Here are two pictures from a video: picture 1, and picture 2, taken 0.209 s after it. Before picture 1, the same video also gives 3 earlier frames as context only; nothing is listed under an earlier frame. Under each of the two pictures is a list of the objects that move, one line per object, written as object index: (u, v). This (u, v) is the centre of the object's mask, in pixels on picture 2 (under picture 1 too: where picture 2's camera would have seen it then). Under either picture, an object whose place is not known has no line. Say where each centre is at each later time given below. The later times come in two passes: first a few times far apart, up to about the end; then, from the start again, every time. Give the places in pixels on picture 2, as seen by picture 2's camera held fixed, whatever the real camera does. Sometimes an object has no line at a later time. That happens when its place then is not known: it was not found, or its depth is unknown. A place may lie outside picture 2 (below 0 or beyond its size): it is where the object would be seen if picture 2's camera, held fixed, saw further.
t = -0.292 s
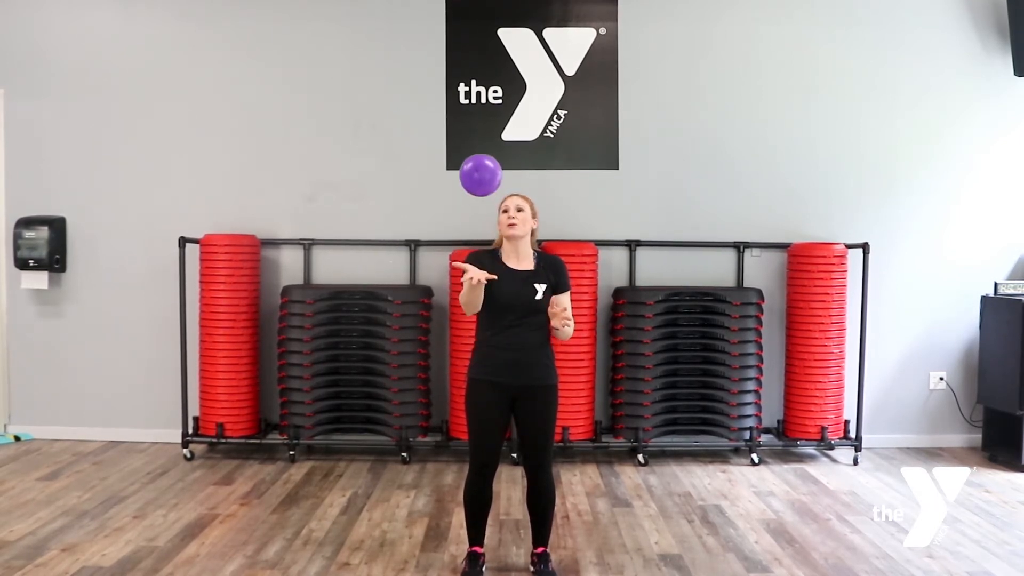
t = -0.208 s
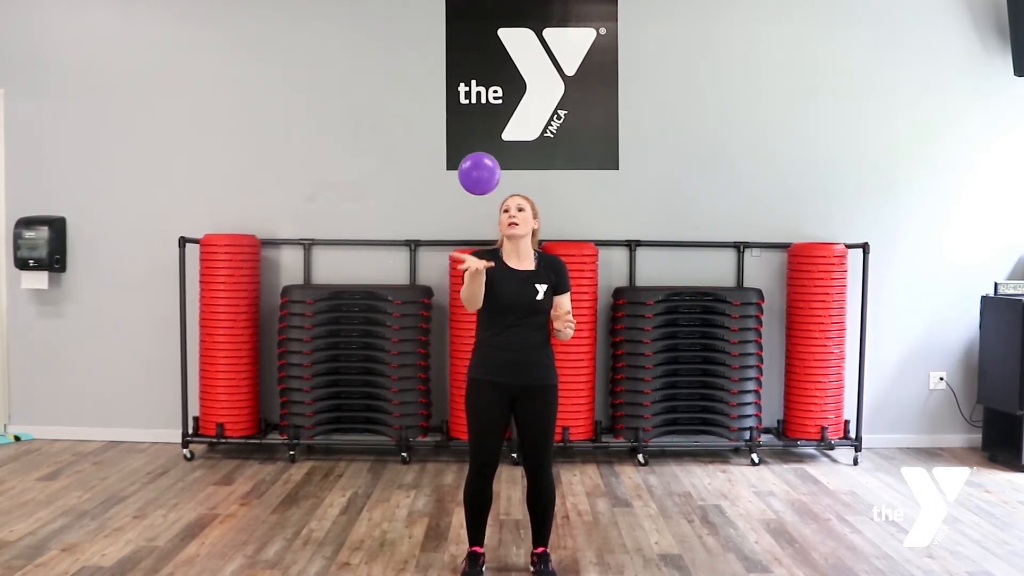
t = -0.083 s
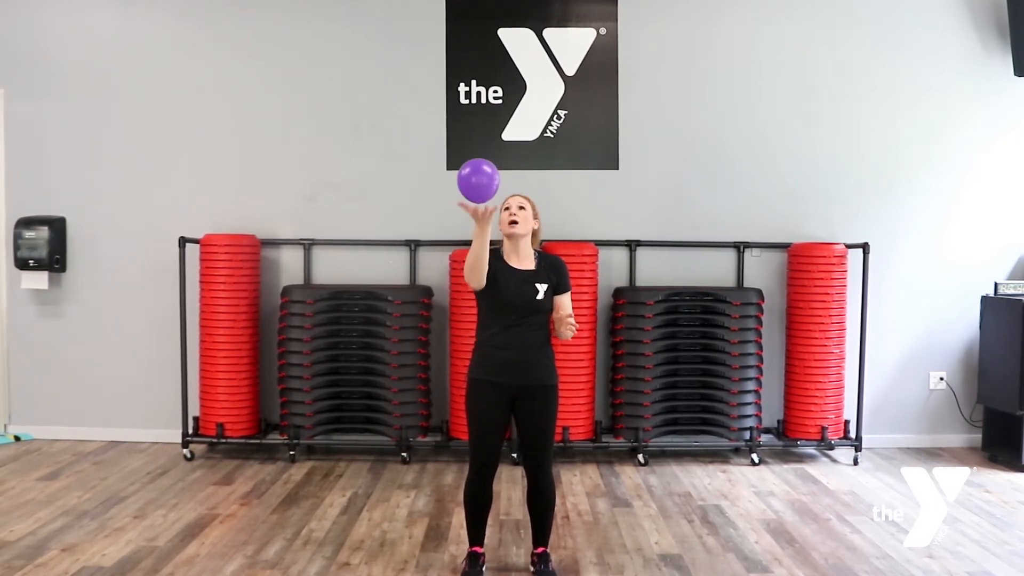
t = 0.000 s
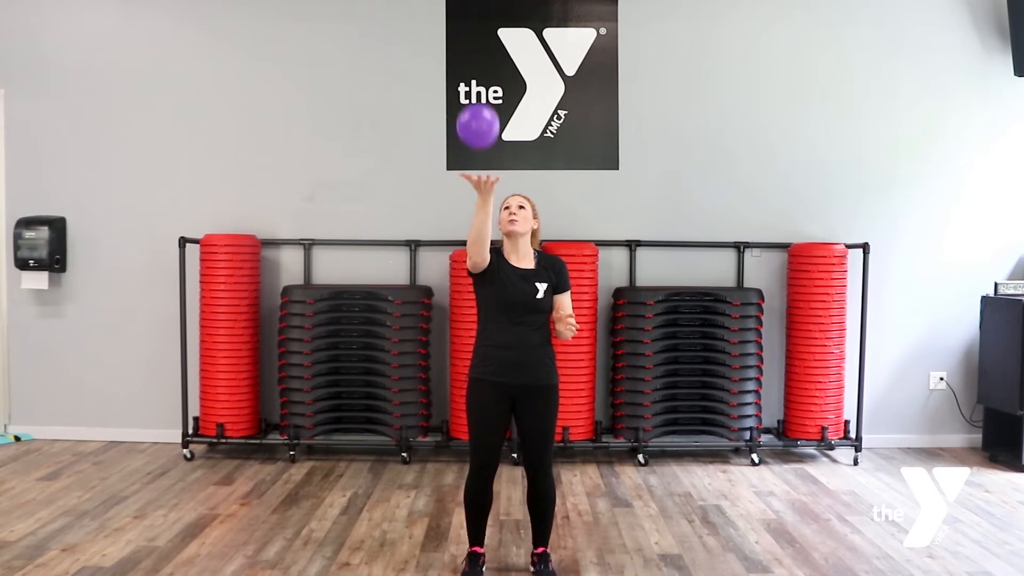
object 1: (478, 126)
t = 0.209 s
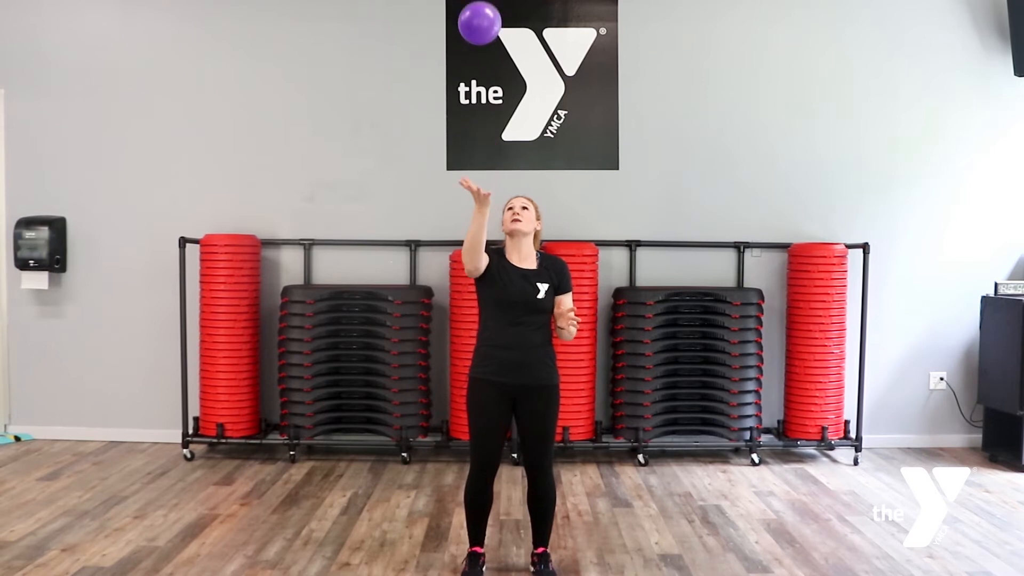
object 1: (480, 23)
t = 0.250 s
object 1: (481, 17)
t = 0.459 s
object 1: (485, 11)
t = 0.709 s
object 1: (486, 25)
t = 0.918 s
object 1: (487, 75)
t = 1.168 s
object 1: (495, 164)
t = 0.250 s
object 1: (481, 17)
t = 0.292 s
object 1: (482, 13)
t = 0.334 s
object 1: (483, 12)
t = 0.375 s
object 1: (484, 11)
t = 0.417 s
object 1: (485, 10)
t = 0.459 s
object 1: (485, 11)
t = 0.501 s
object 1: (485, 11)
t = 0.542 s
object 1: (486, 12)
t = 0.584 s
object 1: (486, 14)
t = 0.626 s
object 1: (486, 16)
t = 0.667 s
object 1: (486, 19)
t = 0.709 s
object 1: (486, 25)
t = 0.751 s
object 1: (486, 33)
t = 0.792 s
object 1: (486, 42)
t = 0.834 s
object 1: (486, 53)
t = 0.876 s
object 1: (487, 63)
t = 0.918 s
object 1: (487, 75)
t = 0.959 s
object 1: (488, 88)
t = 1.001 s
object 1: (489, 102)
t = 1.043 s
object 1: (490, 117)
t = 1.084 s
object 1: (491, 133)
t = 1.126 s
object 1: (493, 149)
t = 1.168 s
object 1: (495, 164)
